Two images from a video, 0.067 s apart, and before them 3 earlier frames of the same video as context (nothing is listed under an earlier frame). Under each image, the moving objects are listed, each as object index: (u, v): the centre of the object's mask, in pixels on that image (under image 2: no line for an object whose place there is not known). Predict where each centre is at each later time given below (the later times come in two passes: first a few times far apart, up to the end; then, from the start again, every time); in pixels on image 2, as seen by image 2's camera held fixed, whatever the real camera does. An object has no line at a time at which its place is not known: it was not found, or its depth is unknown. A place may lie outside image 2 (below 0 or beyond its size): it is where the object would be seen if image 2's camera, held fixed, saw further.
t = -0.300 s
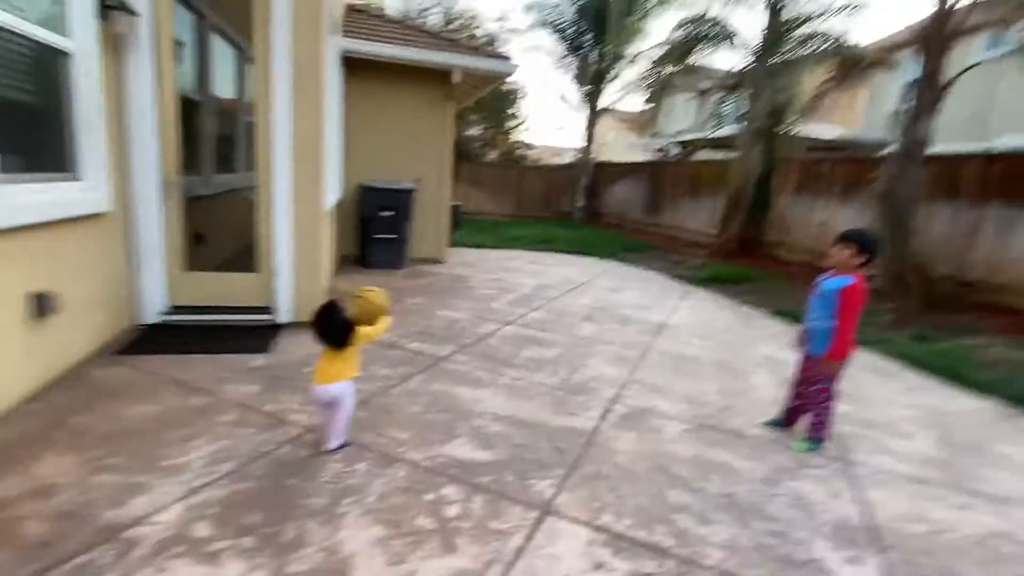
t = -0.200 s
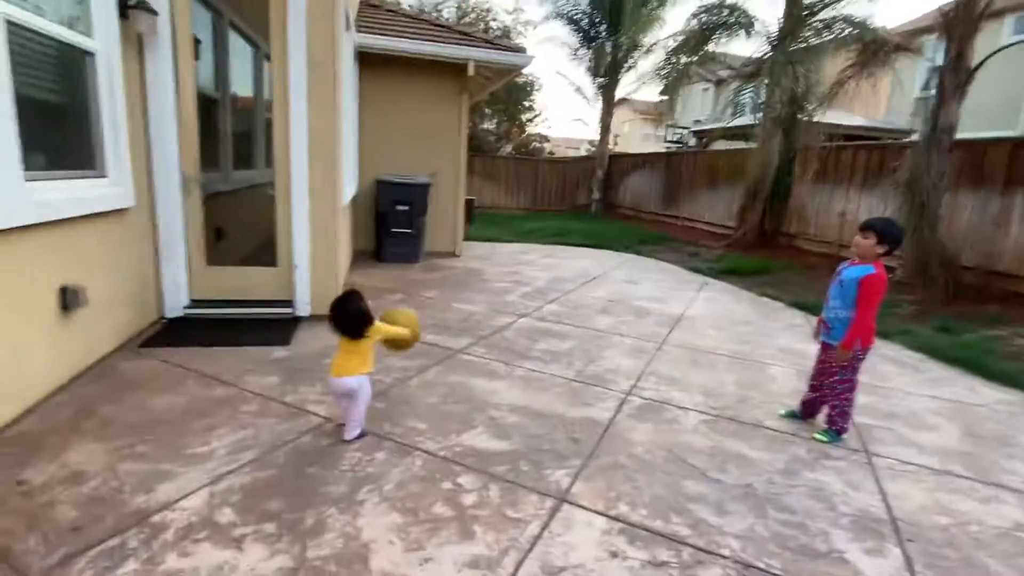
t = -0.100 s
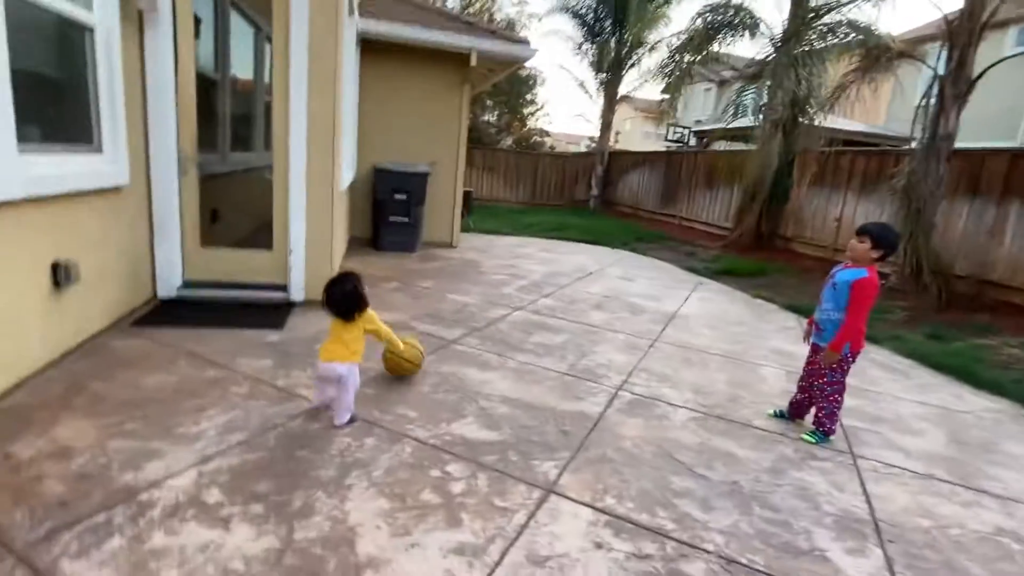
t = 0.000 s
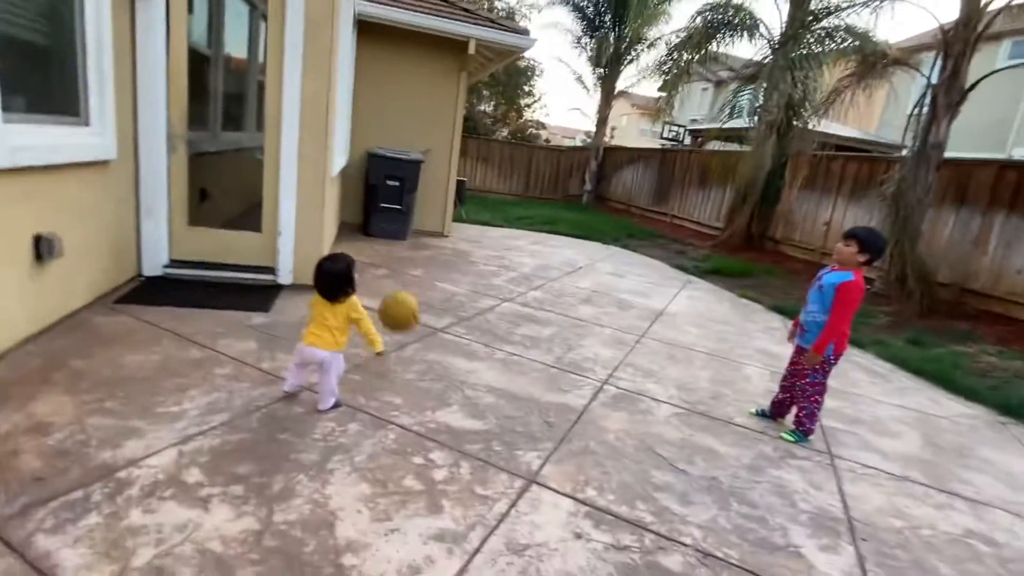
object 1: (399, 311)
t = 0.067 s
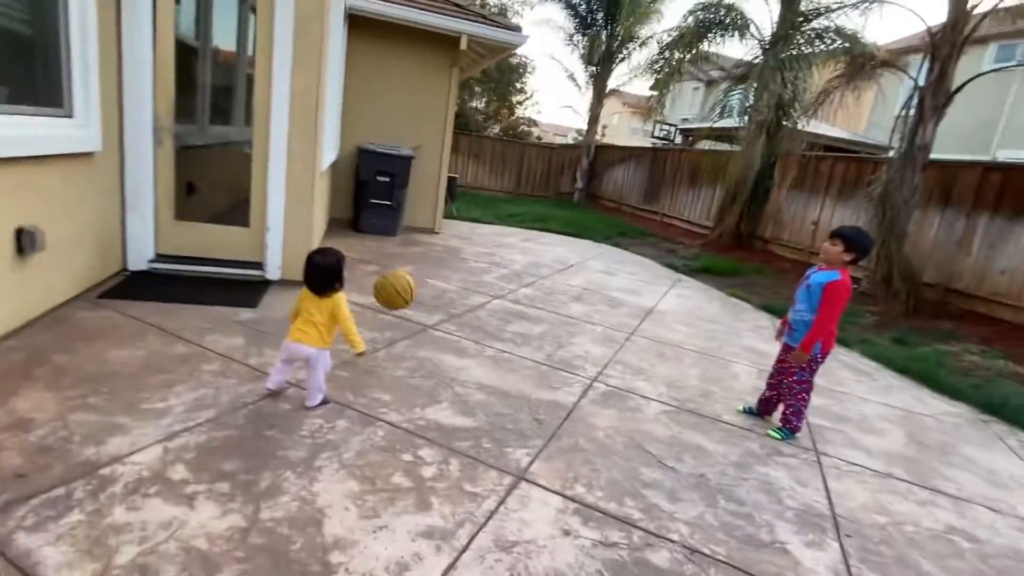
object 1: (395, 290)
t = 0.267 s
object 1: (406, 278)
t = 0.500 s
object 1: (413, 320)
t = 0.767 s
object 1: (433, 289)
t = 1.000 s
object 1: (442, 301)
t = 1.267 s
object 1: (452, 303)
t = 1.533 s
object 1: (462, 297)
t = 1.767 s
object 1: (472, 298)
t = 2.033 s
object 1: (483, 299)
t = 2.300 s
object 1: (494, 299)
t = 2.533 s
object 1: (504, 297)
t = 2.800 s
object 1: (513, 295)
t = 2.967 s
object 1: (518, 293)
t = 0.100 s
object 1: (397, 283)
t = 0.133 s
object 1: (399, 279)
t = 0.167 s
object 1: (401, 276)
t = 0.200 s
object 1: (403, 275)
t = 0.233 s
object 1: (404, 275)
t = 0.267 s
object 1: (406, 278)
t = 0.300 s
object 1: (407, 282)
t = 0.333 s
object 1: (408, 287)
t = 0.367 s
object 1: (409, 294)
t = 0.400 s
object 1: (410, 304)
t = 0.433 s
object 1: (410, 314)
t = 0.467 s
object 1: (411, 326)
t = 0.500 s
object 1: (413, 320)
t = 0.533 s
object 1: (416, 311)
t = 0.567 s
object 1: (419, 303)
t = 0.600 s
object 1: (421, 297)
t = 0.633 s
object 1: (424, 291)
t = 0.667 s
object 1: (427, 289)
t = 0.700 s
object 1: (429, 287)
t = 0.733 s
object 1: (431, 287)
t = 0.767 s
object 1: (433, 289)
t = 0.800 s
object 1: (434, 292)
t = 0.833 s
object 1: (435, 297)
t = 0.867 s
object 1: (437, 302)
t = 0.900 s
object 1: (438, 310)
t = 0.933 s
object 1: (438, 316)
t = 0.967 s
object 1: (441, 308)
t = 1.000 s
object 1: (442, 301)
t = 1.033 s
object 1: (444, 297)
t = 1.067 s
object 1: (446, 294)
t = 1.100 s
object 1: (448, 292)
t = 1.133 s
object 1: (449, 291)
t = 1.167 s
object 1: (449, 292)
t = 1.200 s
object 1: (451, 294)
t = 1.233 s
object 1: (451, 298)
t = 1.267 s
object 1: (452, 303)
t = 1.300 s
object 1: (452, 309)
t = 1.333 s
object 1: (453, 308)
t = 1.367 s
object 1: (455, 303)
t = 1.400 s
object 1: (457, 299)
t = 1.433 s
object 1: (458, 297)
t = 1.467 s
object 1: (460, 296)
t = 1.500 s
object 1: (461, 296)
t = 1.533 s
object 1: (462, 297)
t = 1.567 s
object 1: (463, 300)
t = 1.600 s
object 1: (464, 304)
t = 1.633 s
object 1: (464, 307)
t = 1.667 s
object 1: (467, 302)
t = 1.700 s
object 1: (469, 300)
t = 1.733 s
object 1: (471, 298)
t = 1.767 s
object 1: (472, 298)
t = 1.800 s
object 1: (473, 298)
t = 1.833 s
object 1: (474, 300)
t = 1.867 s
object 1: (475, 304)
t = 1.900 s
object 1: (477, 304)
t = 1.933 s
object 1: (478, 301)
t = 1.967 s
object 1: (480, 299)
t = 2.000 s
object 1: (482, 298)
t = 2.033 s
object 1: (483, 299)
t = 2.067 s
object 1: (484, 301)
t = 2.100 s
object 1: (485, 301)
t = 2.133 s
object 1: (487, 300)
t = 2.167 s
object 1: (489, 299)
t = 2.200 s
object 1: (490, 299)
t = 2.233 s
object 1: (491, 300)
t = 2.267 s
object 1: (493, 300)
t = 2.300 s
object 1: (494, 299)
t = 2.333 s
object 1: (496, 298)
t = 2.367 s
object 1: (497, 299)
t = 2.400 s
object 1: (499, 298)
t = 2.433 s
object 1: (500, 298)
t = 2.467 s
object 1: (501, 298)
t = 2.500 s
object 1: (502, 298)
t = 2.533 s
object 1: (504, 297)
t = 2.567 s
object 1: (505, 298)
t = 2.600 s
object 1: (506, 297)
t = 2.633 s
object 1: (508, 297)
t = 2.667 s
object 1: (509, 296)
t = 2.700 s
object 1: (510, 296)
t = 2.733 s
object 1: (511, 295)
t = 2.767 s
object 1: (512, 295)
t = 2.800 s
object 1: (513, 295)
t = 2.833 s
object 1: (514, 294)
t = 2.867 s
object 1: (515, 294)
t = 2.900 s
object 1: (516, 293)
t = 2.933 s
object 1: (517, 293)
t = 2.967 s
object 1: (518, 293)
